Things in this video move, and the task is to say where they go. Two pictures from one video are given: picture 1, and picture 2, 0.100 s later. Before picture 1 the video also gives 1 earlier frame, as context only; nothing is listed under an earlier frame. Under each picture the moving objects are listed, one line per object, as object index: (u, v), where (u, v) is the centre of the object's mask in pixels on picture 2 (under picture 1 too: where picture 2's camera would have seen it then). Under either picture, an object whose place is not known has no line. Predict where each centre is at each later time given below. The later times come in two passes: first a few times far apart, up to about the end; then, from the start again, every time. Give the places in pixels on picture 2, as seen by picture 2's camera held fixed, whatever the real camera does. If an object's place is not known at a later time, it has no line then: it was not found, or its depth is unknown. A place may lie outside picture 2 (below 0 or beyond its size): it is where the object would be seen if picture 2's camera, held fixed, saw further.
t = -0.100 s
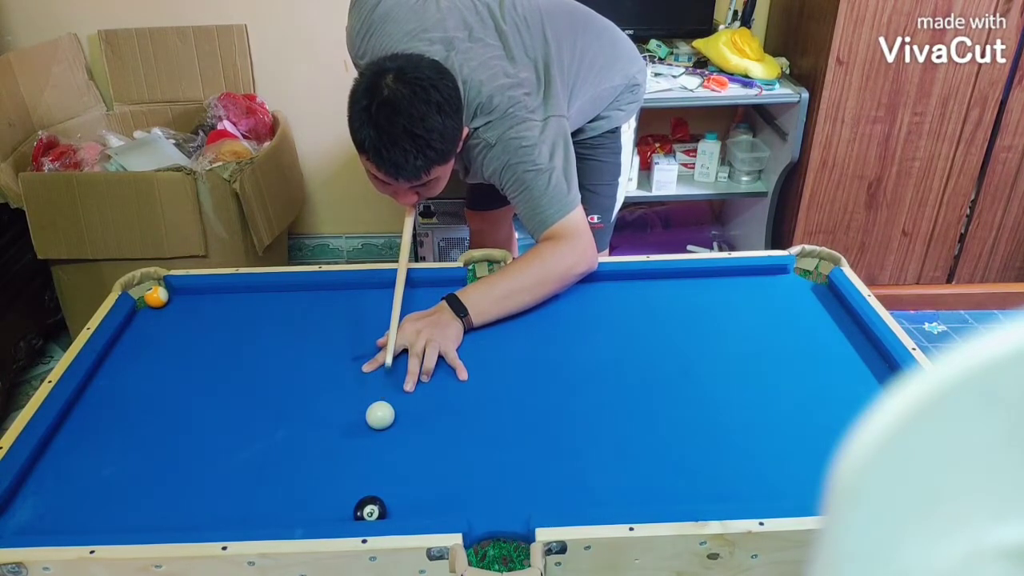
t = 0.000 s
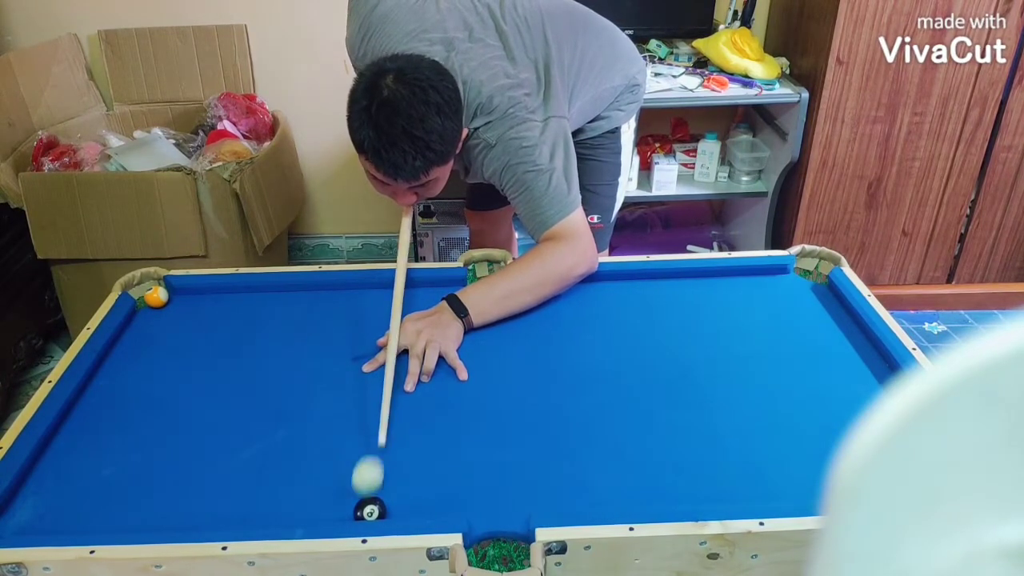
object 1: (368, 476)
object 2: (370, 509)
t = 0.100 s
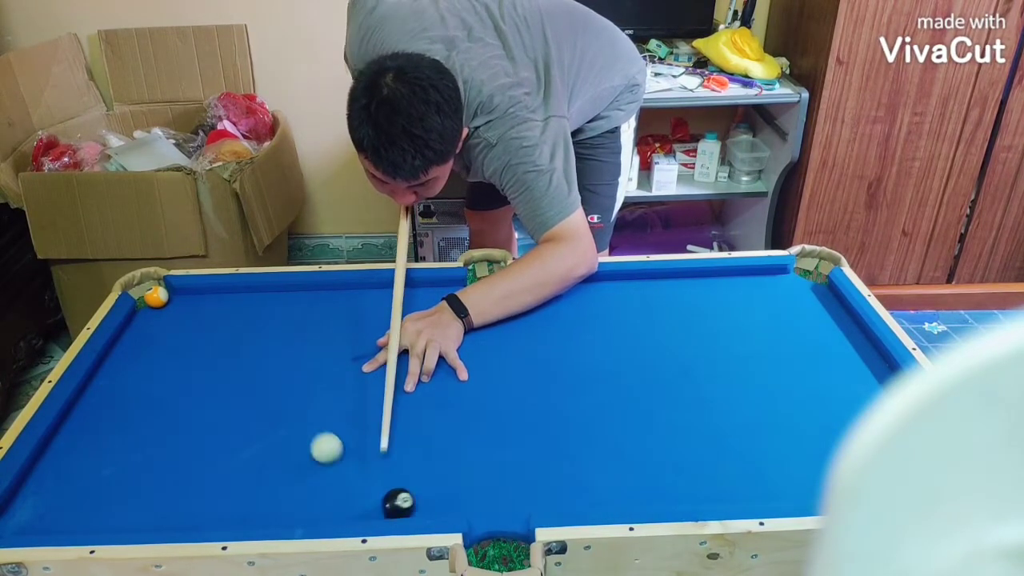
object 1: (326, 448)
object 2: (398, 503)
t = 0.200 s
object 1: (286, 405)
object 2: (429, 495)
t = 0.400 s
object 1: (228, 343)
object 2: (486, 476)
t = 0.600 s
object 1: (182, 294)
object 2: (539, 461)
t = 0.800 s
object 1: (163, 317)
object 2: (588, 449)
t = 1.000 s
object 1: (141, 339)
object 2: (632, 438)
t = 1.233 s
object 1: (112, 365)
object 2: (681, 427)
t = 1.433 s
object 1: (97, 386)
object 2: (719, 420)
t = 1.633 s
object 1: (90, 407)
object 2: (755, 414)
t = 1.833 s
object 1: (84, 426)
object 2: (785, 409)
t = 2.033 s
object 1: (75, 447)
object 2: (817, 405)
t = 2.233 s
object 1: (65, 468)
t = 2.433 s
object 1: (55, 489)
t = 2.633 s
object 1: (43, 509)
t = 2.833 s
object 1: (35, 520)
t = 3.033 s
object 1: (41, 513)
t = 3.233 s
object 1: (46, 503)
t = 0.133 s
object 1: (312, 432)
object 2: (409, 501)
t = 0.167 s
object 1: (298, 417)
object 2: (419, 498)
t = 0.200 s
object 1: (286, 405)
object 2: (429, 495)
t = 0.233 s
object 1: (275, 393)
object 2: (439, 491)
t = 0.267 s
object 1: (265, 382)
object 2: (449, 488)
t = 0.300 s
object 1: (255, 372)
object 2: (458, 485)
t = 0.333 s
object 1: (246, 362)
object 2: (468, 482)
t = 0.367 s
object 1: (237, 352)
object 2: (477, 479)
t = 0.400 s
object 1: (228, 343)
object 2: (486, 476)
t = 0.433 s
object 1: (220, 334)
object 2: (496, 474)
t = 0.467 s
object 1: (212, 325)
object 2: (505, 471)
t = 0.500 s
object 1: (204, 317)
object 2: (514, 469)
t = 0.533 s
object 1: (196, 309)
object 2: (522, 466)
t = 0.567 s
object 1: (189, 301)
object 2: (531, 464)
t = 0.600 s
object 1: (182, 294)
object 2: (539, 461)
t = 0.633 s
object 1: (178, 298)
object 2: (548, 459)
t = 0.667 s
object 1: (176, 303)
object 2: (556, 457)
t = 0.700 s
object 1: (173, 307)
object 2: (564, 454)
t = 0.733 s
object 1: (170, 311)
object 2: (572, 452)
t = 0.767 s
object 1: (166, 314)
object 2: (580, 450)
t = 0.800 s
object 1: (163, 317)
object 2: (588, 449)
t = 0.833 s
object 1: (159, 321)
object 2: (596, 446)
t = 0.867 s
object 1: (156, 324)
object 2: (603, 445)
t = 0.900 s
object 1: (152, 328)
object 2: (610, 443)
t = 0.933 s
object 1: (148, 332)
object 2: (618, 441)
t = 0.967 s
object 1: (144, 335)
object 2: (625, 439)
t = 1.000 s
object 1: (141, 339)
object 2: (632, 438)
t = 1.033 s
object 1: (137, 342)
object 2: (639, 436)
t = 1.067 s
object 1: (133, 346)
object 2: (647, 435)
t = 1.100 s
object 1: (129, 350)
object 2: (653, 433)
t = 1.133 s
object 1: (125, 354)
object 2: (660, 431)
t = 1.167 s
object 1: (120, 357)
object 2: (668, 430)
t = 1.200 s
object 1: (116, 361)
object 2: (674, 429)
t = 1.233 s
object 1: (112, 365)
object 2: (681, 427)
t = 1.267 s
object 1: (107, 369)
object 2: (687, 426)
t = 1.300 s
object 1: (103, 373)
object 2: (693, 425)
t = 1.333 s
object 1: (100, 376)
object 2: (700, 423)
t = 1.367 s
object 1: (99, 380)
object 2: (707, 422)
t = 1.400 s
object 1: (98, 383)
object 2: (713, 421)
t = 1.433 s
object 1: (97, 386)
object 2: (719, 420)
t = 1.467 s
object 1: (96, 390)
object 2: (725, 419)
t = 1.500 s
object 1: (95, 393)
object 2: (731, 418)
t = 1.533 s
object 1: (94, 397)
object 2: (737, 417)
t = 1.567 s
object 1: (93, 400)
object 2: (743, 416)
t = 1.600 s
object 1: (92, 403)
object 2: (749, 415)
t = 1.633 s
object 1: (90, 407)
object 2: (755, 414)
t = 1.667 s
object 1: (89, 410)
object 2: (761, 413)
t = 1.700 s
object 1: (88, 413)
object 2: (766, 412)
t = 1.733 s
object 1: (87, 417)
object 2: (772, 412)
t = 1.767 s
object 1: (85, 421)
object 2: (777, 411)
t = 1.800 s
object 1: (84, 424)
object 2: (783, 410)
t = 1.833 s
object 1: (84, 426)
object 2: (785, 409)
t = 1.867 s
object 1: (82, 429)
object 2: (791, 408)
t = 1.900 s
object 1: (81, 433)
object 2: (796, 408)
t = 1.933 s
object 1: (79, 436)
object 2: (801, 407)
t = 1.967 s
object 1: (78, 440)
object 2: (807, 406)
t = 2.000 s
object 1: (76, 443)
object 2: (811, 406)
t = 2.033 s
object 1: (75, 447)
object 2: (817, 405)
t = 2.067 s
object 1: (73, 450)
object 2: (822, 405)
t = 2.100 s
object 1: (72, 454)
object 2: (826, 404)
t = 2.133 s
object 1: (70, 457)
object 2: (832, 403)
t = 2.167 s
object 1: (68, 461)
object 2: (836, 403)
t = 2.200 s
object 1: (67, 464)
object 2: (841, 403)
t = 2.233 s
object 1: (65, 468)
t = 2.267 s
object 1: (63, 471)
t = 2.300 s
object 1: (61, 475)
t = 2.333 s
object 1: (60, 478)
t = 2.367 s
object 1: (58, 482)
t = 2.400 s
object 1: (56, 485)
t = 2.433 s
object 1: (55, 489)
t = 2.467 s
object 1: (53, 492)
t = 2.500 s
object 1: (51, 496)
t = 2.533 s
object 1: (49, 499)
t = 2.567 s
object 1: (47, 503)
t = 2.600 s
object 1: (45, 506)
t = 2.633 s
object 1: (43, 509)
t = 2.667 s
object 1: (41, 513)
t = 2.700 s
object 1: (39, 516)
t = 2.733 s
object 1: (37, 518)
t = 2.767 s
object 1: (35, 520)
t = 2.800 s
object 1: (33, 522)
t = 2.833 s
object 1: (35, 520)
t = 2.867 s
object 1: (36, 519)
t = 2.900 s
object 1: (37, 518)
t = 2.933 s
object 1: (38, 517)
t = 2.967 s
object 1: (39, 516)
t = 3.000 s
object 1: (40, 515)
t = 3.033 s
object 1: (41, 513)
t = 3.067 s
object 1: (42, 511)
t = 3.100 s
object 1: (43, 510)
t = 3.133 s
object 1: (43, 508)
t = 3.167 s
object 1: (44, 507)
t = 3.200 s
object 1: (45, 506)
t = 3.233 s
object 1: (46, 503)
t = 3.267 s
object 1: (46, 502)
